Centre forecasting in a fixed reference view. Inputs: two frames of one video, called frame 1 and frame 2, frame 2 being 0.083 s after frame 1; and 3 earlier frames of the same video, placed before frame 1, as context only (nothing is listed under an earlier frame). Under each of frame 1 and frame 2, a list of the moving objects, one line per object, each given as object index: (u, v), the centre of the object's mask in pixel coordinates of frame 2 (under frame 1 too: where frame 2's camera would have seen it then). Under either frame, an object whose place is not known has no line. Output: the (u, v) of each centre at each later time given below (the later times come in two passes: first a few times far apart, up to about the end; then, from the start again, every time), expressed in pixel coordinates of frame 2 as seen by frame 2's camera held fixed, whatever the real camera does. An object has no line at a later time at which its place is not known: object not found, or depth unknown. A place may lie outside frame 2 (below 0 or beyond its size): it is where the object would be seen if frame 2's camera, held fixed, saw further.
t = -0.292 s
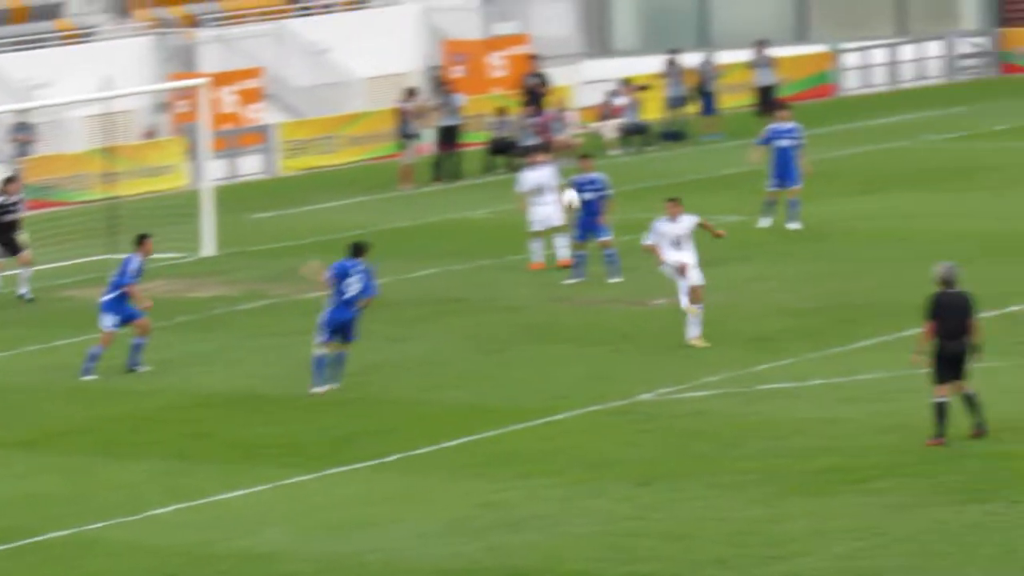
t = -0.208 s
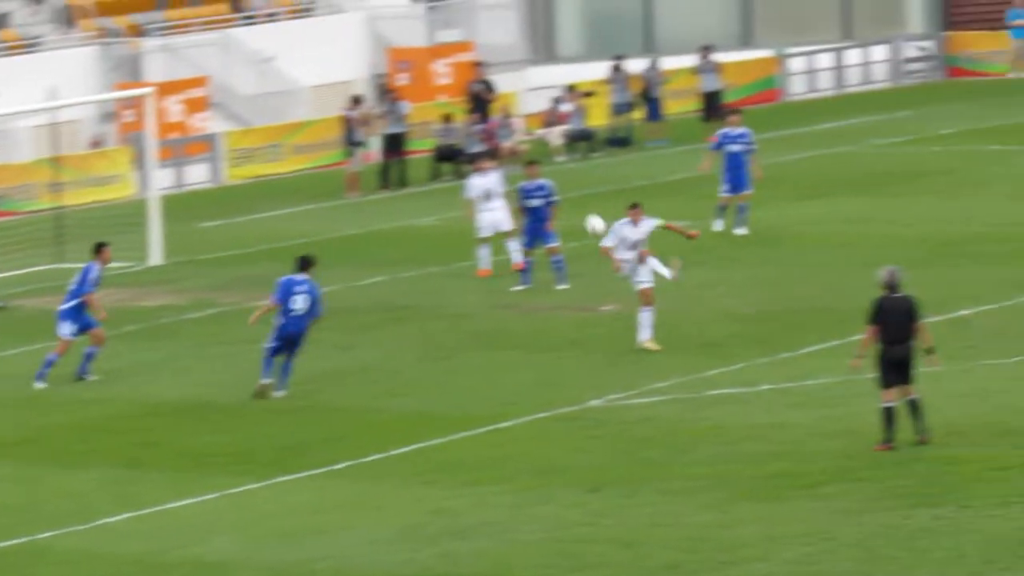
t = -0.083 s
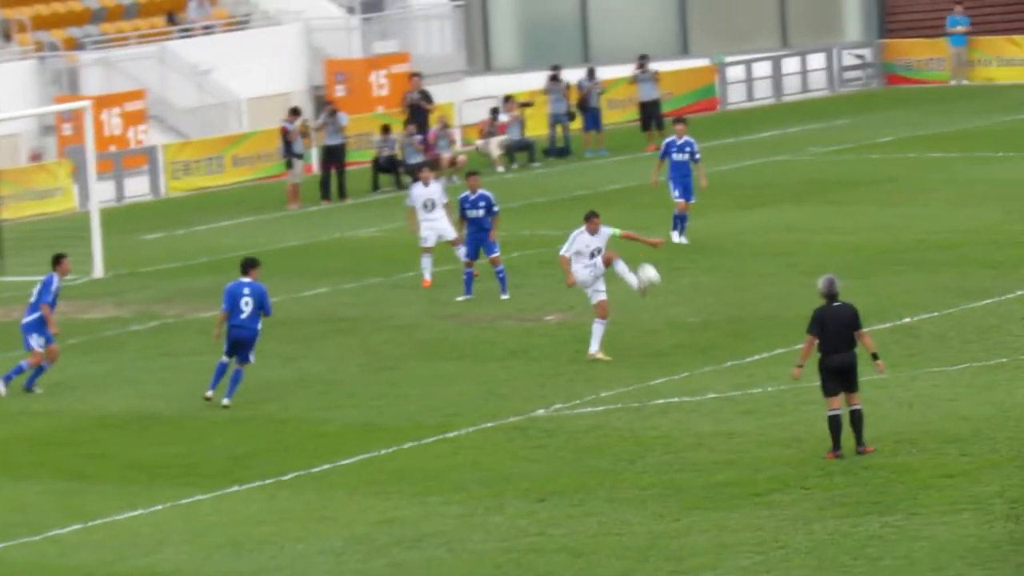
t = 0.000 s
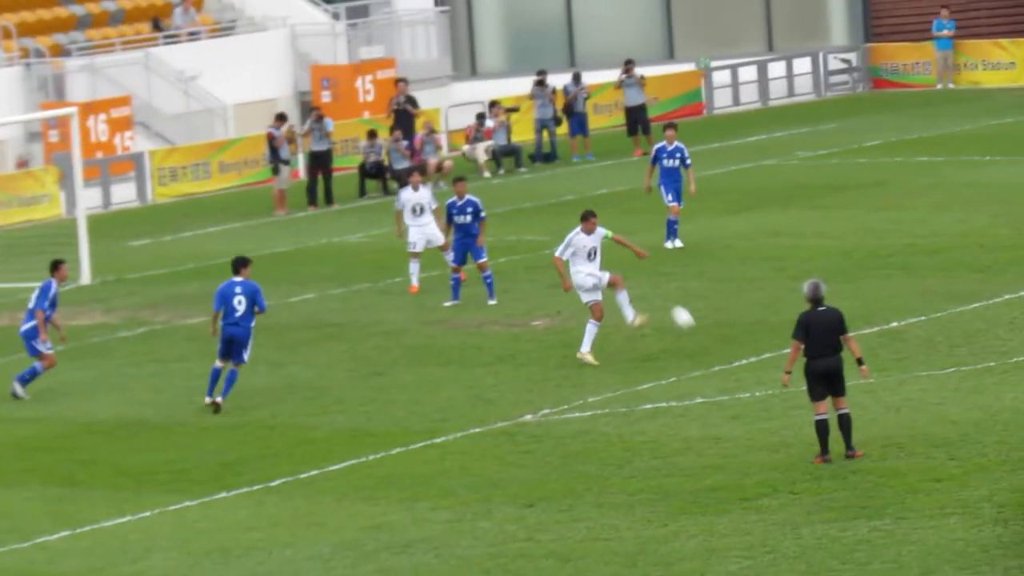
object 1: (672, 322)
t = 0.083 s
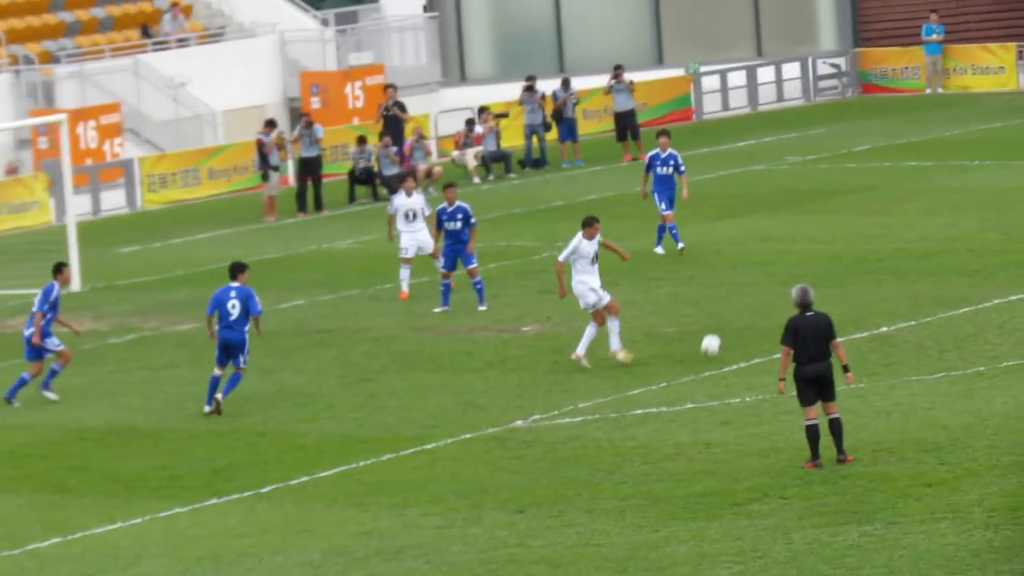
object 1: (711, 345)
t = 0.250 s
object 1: (748, 284)
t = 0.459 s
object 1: (795, 241)
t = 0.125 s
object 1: (720, 327)
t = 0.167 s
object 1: (729, 311)
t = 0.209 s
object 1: (738, 296)
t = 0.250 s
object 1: (748, 284)
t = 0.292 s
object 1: (757, 272)
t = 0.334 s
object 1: (767, 262)
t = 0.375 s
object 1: (776, 254)
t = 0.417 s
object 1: (785, 246)
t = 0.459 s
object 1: (795, 241)
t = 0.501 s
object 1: (805, 236)
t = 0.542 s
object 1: (815, 233)
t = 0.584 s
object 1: (824, 231)
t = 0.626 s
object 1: (835, 232)
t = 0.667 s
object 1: (845, 233)
